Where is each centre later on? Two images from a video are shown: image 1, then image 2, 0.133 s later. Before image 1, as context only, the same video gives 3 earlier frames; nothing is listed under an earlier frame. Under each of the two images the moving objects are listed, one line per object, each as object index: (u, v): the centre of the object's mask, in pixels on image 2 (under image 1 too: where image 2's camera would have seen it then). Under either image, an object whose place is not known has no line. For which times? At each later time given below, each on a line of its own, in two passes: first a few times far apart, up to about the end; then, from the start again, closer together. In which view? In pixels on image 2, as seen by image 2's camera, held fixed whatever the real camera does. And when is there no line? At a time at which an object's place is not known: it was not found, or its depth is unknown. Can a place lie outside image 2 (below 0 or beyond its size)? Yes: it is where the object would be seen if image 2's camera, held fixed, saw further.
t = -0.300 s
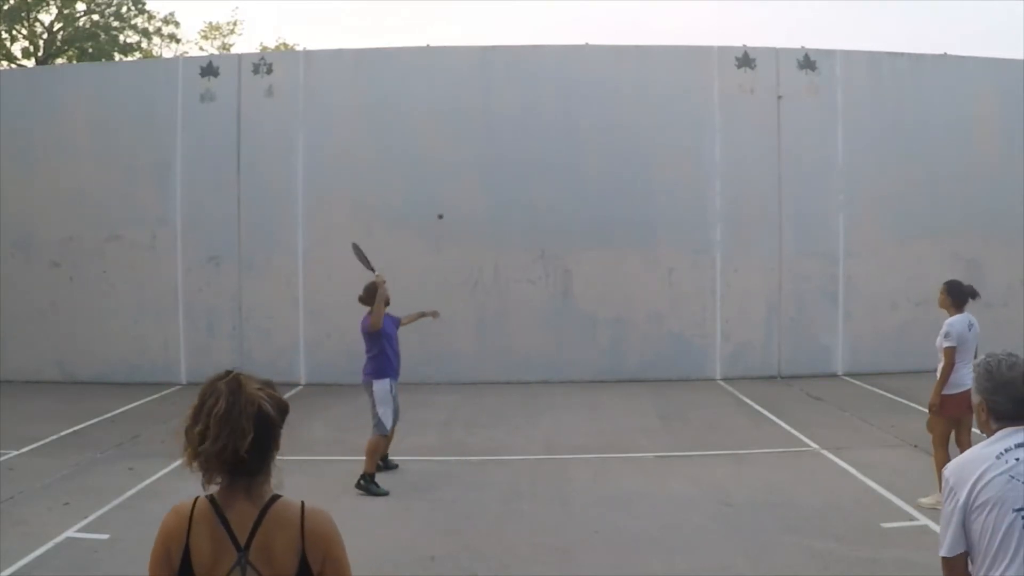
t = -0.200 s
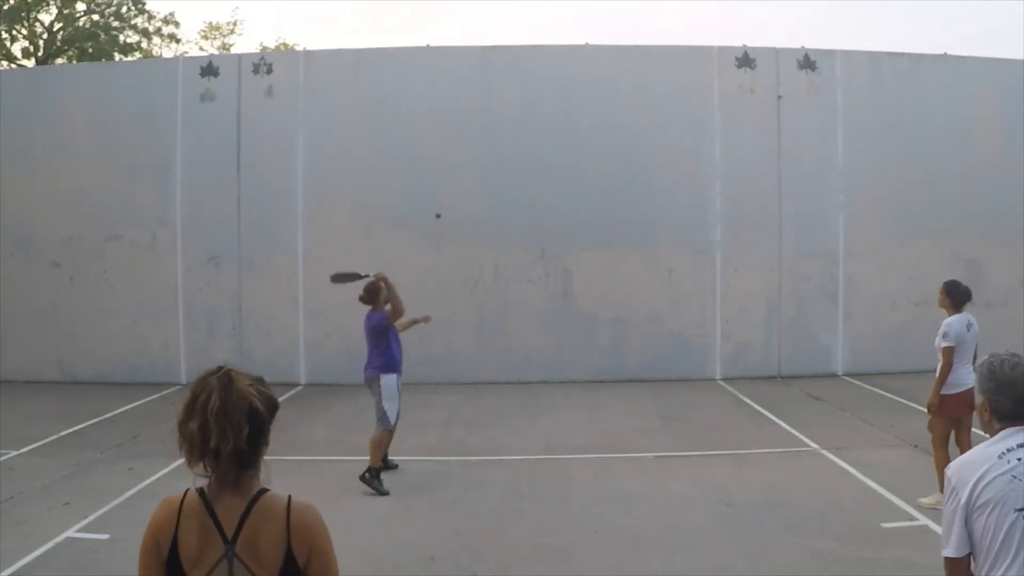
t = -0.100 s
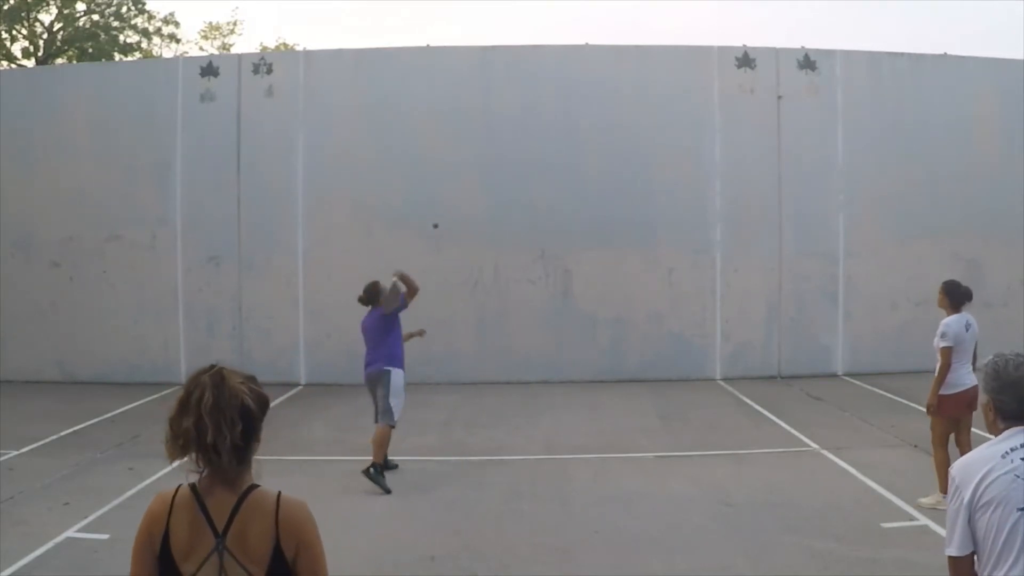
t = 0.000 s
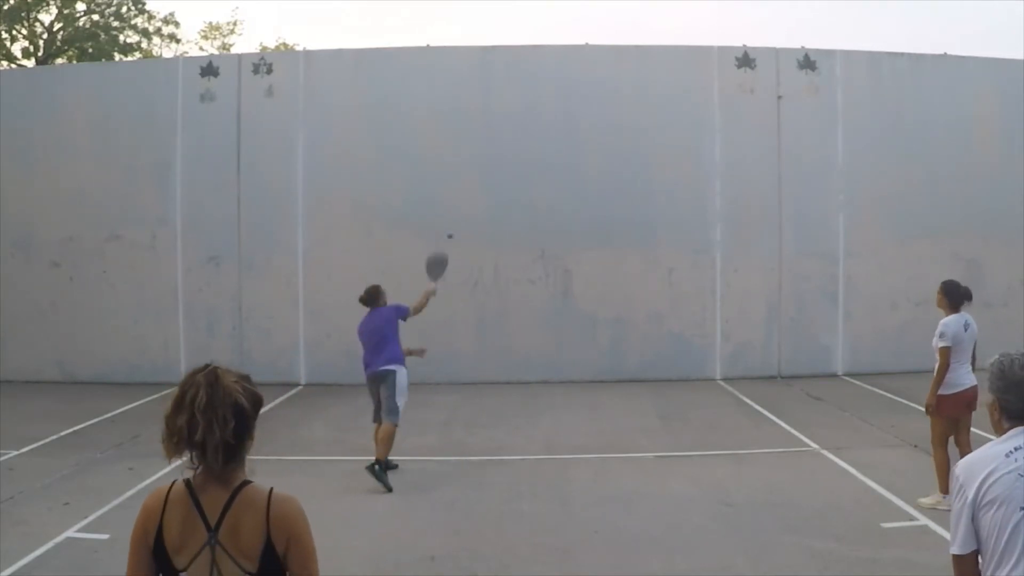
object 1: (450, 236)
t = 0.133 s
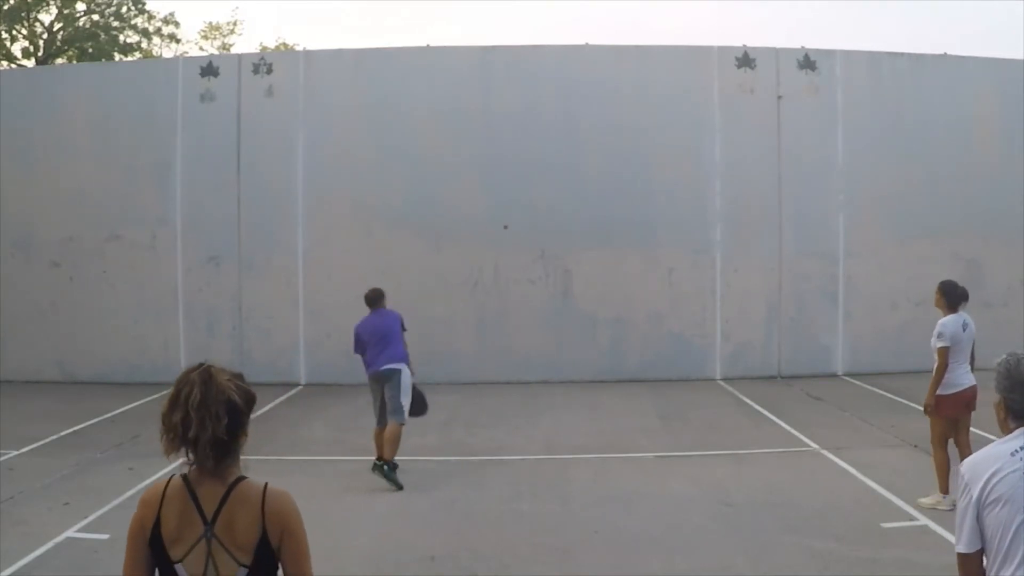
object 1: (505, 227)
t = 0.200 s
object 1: (517, 226)
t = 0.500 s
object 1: (569, 271)
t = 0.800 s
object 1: (700, 525)
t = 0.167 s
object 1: (512, 227)
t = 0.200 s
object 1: (517, 226)
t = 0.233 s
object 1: (521, 226)
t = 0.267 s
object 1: (525, 228)
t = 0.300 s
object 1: (530, 230)
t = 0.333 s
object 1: (535, 233)
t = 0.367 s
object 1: (541, 238)
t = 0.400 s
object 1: (548, 244)
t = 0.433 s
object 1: (555, 251)
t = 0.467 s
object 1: (562, 260)
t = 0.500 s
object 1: (569, 271)
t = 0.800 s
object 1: (700, 525)
